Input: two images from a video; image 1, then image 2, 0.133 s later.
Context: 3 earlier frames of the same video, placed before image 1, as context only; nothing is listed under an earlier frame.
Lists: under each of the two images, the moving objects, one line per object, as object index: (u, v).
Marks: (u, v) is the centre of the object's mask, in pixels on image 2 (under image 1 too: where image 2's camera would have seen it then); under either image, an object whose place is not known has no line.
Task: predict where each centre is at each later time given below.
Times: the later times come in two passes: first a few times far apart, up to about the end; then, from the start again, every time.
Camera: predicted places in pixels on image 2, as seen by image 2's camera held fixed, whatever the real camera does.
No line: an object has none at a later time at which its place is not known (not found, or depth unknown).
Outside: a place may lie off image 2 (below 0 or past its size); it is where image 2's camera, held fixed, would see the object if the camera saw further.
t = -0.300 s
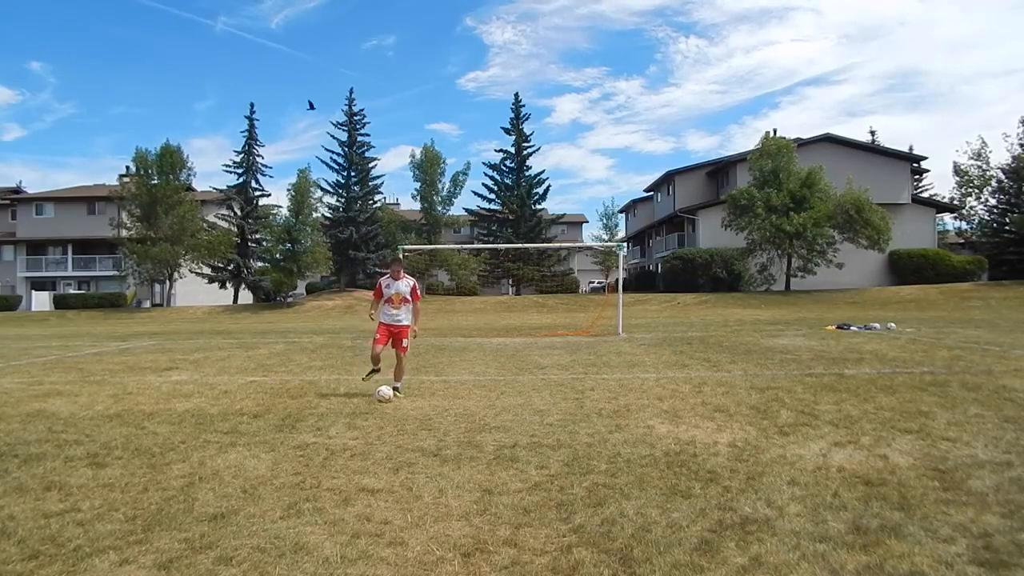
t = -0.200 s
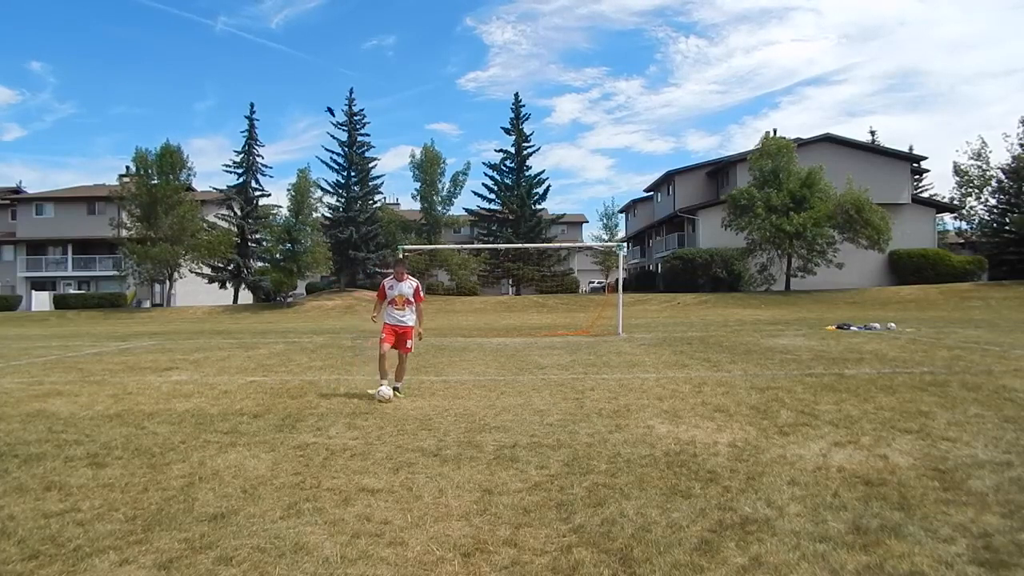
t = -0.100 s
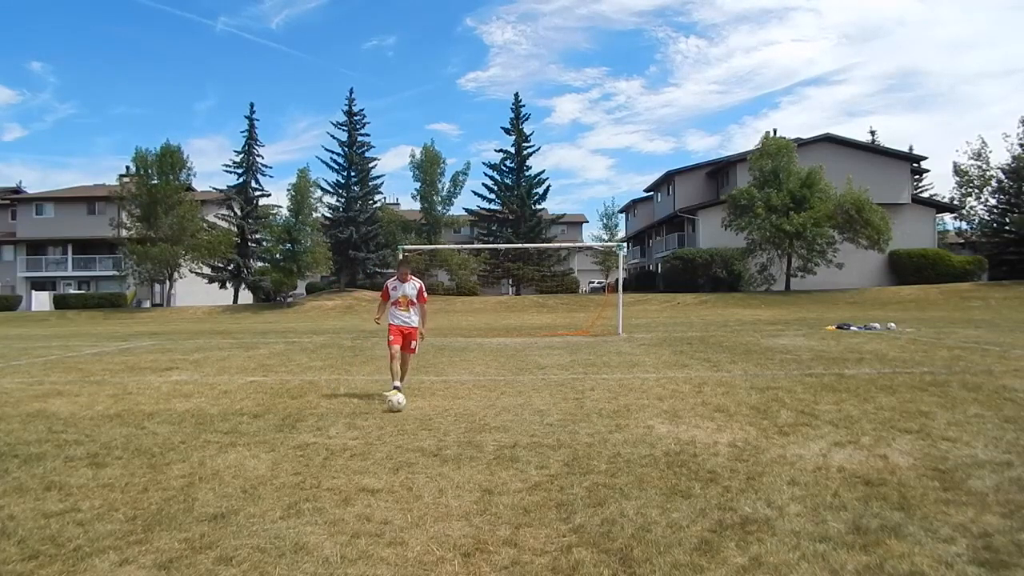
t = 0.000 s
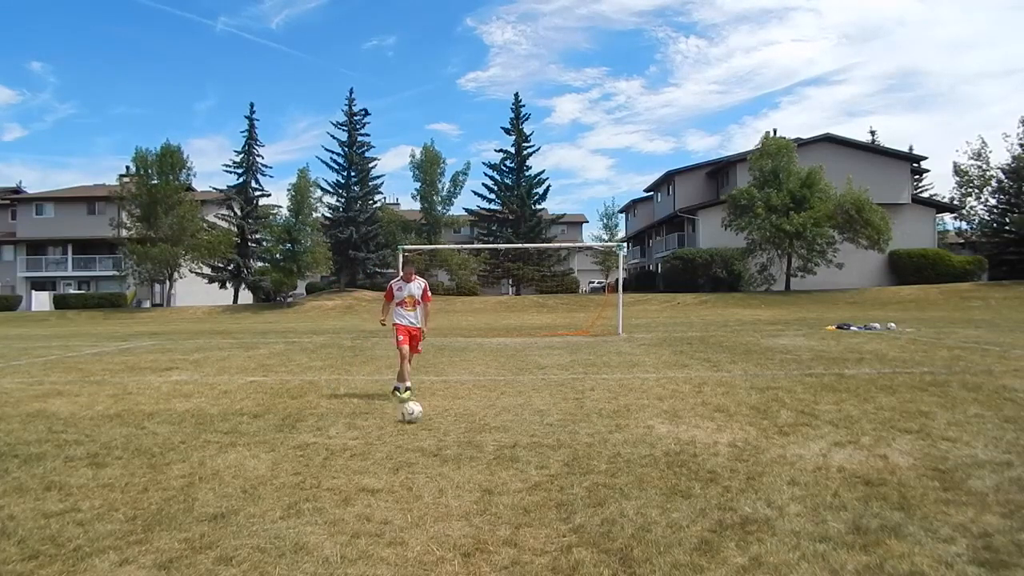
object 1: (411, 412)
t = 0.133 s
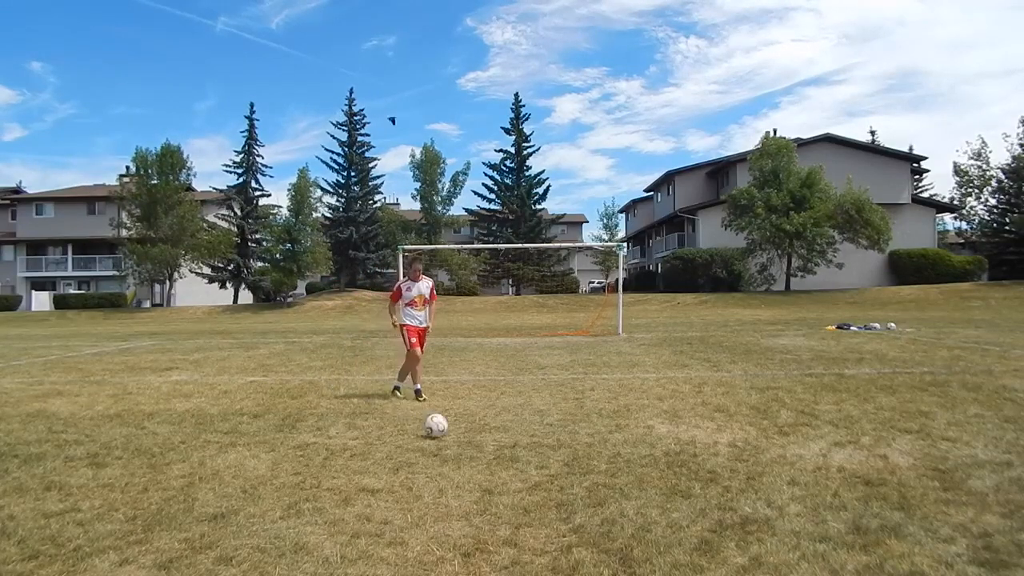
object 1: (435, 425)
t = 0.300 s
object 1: (469, 443)
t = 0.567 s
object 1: (534, 480)
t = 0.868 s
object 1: (626, 533)
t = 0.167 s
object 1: (442, 428)
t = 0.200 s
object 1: (448, 433)
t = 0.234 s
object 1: (455, 437)
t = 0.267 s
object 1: (462, 442)
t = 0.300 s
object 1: (469, 443)
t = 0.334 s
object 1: (476, 446)
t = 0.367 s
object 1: (483, 449)
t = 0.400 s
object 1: (490, 454)
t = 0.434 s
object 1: (500, 460)
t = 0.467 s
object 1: (508, 467)
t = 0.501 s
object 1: (516, 470)
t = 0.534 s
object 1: (525, 474)
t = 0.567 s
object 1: (534, 480)
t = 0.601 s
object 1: (544, 487)
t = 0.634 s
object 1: (554, 492)
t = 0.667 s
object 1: (562, 496)
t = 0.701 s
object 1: (572, 500)
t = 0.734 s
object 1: (581, 505)
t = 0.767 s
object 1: (592, 512)
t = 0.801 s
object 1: (604, 521)
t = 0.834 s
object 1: (614, 528)
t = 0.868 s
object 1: (626, 533)
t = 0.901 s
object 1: (638, 539)
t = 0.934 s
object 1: (651, 547)
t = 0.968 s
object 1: (665, 554)
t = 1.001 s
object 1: (680, 560)
